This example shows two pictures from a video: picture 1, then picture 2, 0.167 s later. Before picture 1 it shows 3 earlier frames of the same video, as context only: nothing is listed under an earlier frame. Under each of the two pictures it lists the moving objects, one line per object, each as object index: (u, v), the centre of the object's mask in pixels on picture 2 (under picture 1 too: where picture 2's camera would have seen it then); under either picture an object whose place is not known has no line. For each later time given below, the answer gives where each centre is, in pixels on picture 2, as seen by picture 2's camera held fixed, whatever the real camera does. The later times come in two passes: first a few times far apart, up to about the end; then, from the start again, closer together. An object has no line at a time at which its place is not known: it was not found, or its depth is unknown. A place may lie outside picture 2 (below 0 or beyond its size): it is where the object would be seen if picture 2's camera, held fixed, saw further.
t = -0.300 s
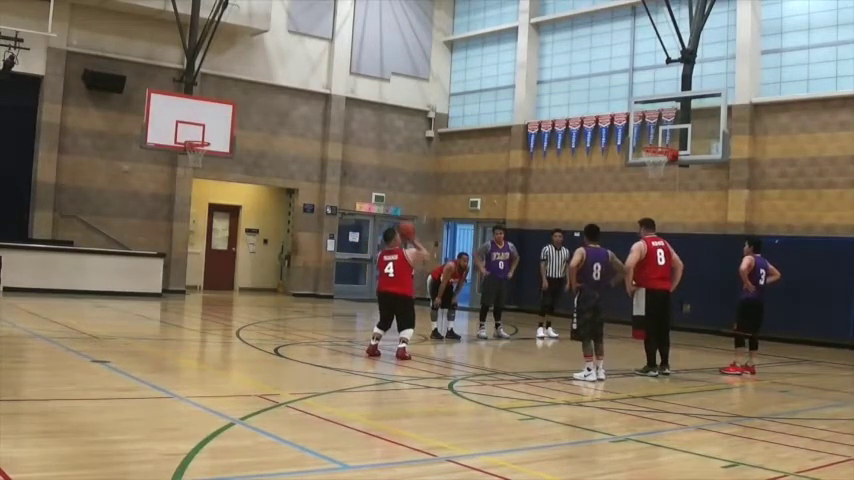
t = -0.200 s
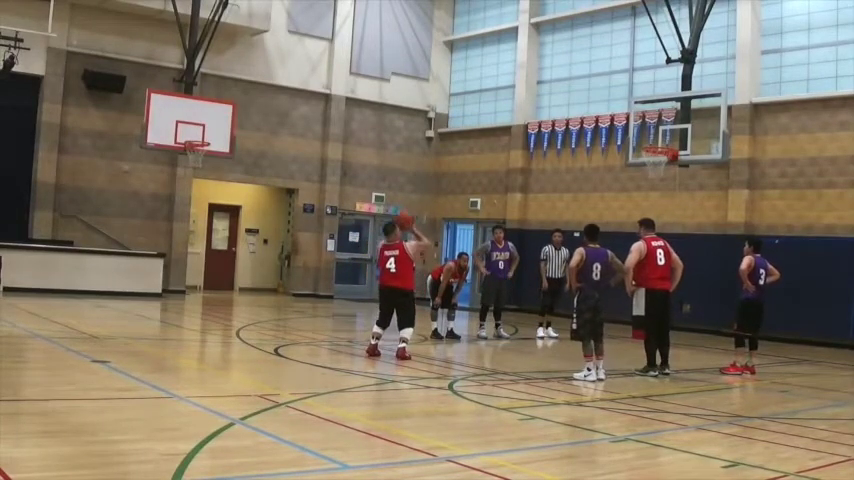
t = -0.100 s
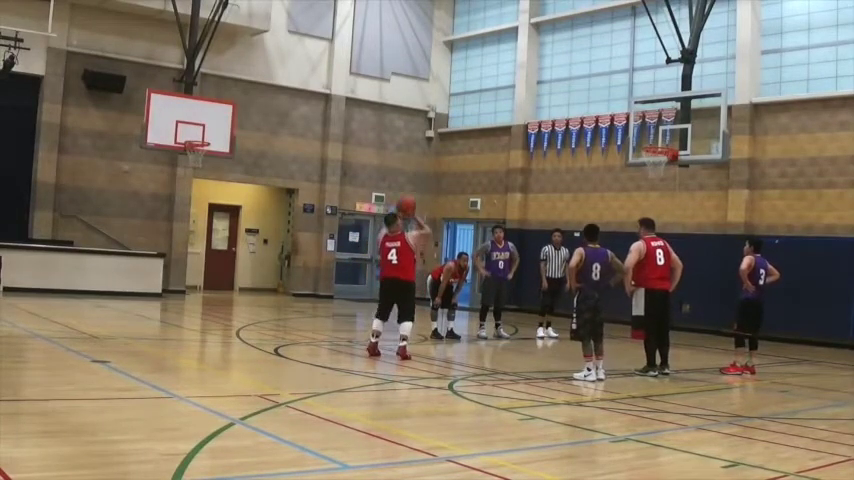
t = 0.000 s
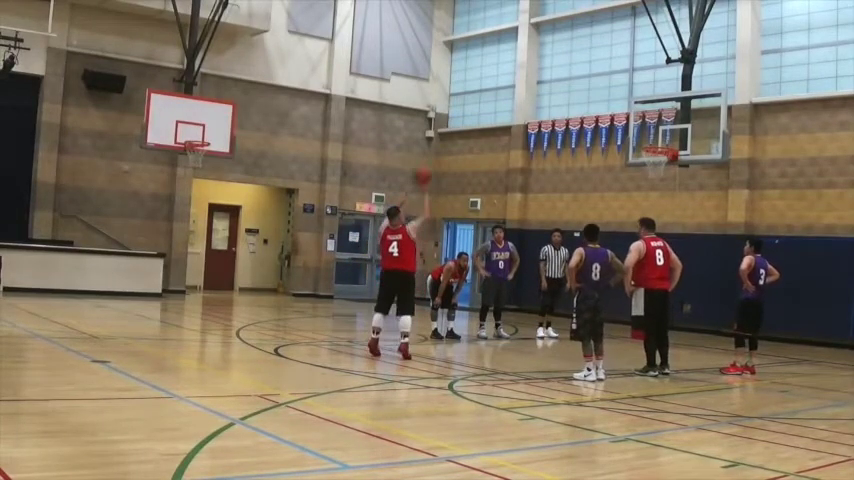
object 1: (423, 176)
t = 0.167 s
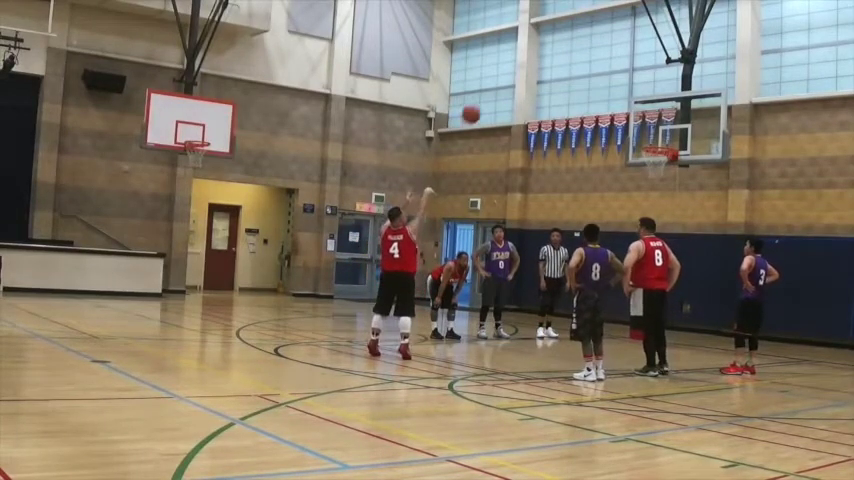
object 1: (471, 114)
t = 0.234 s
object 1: (488, 96)
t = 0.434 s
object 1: (538, 67)
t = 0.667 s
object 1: (589, 69)
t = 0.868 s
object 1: (627, 98)
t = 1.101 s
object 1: (662, 157)
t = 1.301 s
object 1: (652, 218)
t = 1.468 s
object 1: (643, 288)
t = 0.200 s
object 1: (480, 105)
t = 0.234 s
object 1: (488, 96)
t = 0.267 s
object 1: (497, 90)
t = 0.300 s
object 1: (506, 83)
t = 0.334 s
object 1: (514, 78)
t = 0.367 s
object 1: (522, 73)
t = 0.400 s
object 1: (531, 70)
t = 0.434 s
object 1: (538, 67)
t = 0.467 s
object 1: (546, 64)
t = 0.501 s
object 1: (554, 63)
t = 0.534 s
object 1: (561, 63)
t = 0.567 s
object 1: (568, 63)
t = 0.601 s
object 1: (575, 64)
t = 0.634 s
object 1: (582, 66)
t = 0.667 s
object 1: (589, 69)
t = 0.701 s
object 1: (596, 72)
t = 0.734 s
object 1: (602, 76)
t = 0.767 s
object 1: (608, 80)
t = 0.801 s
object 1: (615, 86)
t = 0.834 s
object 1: (621, 91)
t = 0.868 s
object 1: (627, 98)
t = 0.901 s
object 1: (633, 105)
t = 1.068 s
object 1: (661, 150)
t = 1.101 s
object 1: (662, 157)
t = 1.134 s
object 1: (660, 166)
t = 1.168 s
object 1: (658, 175)
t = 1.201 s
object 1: (656, 184)
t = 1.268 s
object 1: (654, 206)
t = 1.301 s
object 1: (652, 218)
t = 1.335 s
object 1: (649, 231)
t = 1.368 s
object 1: (649, 242)
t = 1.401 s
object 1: (647, 257)
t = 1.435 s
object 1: (645, 272)
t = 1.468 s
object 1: (643, 288)
